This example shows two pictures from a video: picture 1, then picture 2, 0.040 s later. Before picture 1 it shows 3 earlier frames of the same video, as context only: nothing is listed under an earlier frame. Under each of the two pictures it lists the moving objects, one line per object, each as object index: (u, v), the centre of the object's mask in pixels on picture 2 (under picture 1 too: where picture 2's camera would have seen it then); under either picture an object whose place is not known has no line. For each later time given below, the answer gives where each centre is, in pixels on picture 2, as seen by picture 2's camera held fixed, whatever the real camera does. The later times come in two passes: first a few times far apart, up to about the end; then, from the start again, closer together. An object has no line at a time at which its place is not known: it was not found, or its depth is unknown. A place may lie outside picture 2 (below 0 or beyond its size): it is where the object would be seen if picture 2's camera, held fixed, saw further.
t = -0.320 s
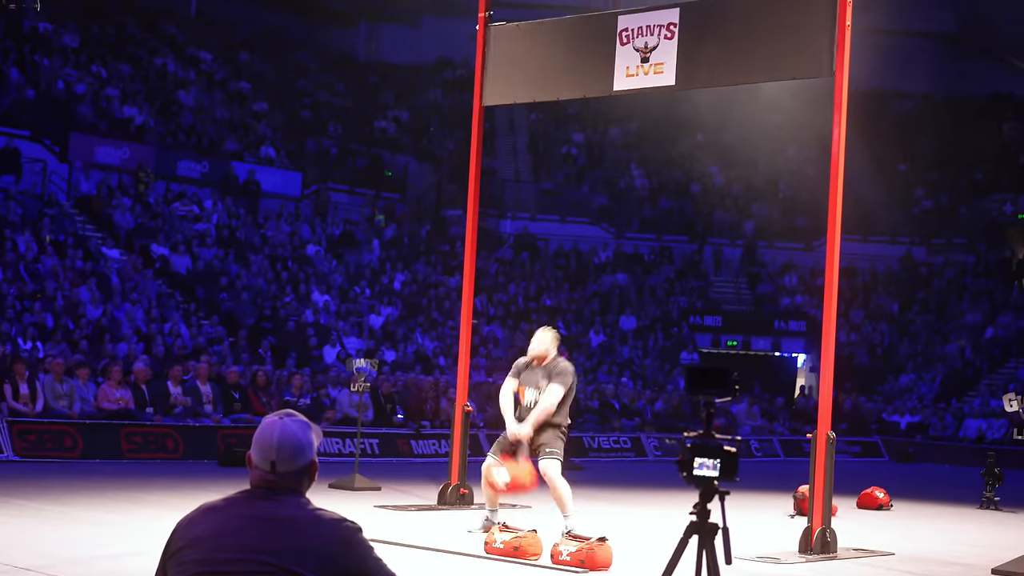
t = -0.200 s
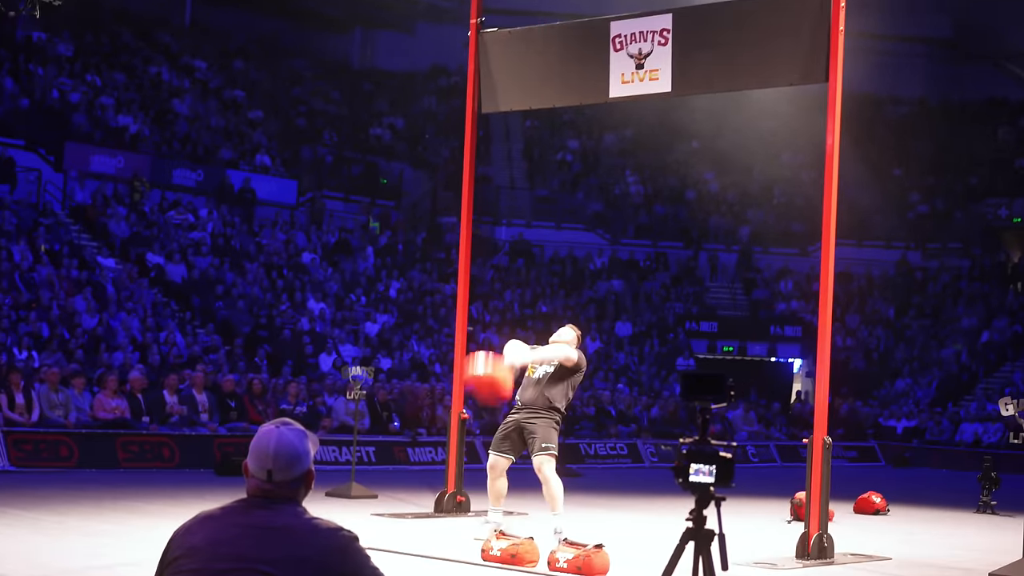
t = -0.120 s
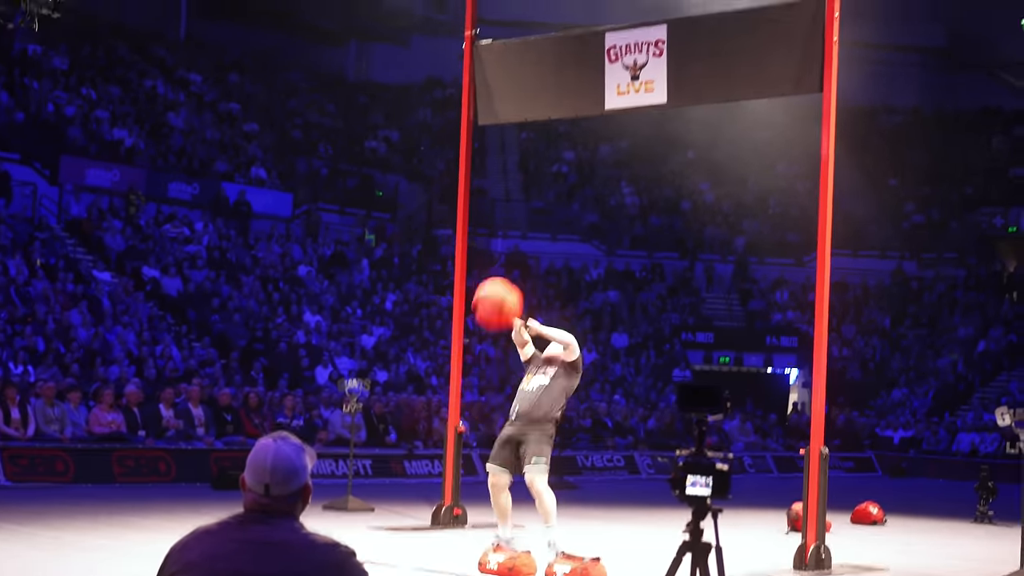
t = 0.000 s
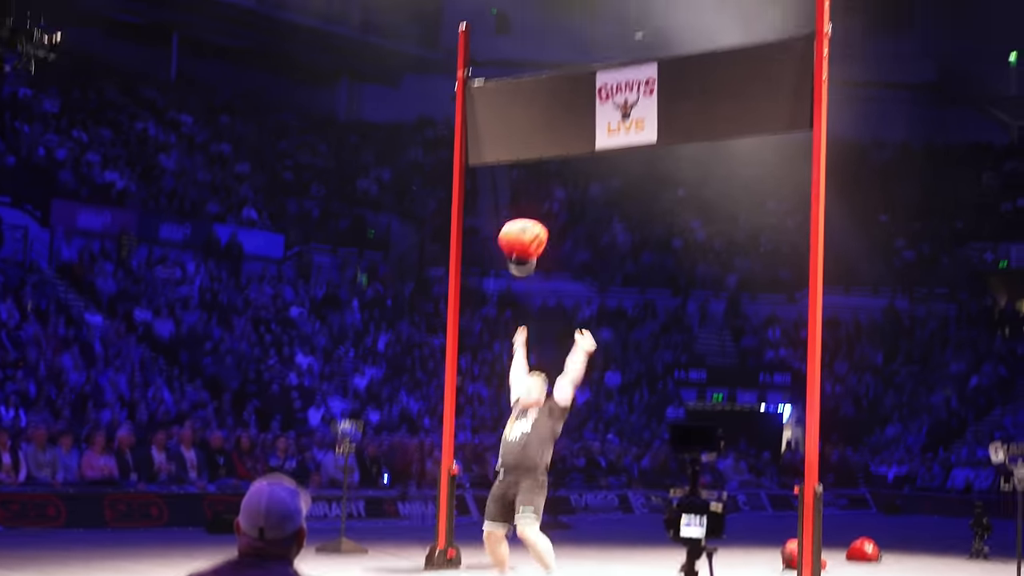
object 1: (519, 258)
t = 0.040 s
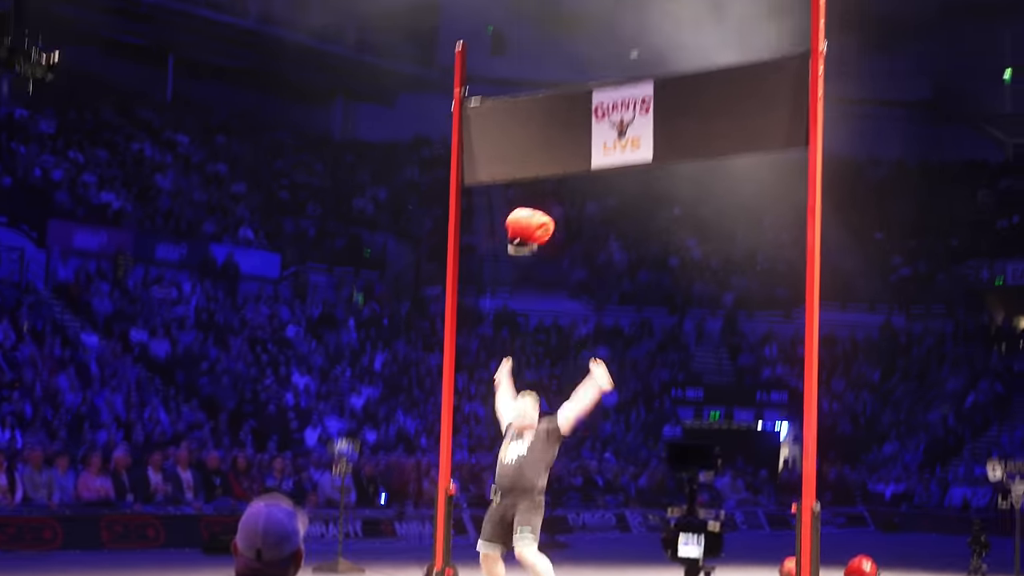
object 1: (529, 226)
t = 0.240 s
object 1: (581, 102)
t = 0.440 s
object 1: (632, 31)
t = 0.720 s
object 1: (690, 23)
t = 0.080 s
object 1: (540, 196)
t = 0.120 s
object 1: (551, 168)
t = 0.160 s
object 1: (562, 144)
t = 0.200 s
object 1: (571, 122)
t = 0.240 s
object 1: (581, 102)
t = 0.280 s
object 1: (591, 84)
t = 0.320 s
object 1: (602, 68)
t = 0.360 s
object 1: (613, 54)
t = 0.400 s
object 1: (622, 43)
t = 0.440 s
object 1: (632, 31)
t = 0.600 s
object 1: (666, 13)
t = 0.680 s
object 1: (683, 18)
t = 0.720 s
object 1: (690, 23)
